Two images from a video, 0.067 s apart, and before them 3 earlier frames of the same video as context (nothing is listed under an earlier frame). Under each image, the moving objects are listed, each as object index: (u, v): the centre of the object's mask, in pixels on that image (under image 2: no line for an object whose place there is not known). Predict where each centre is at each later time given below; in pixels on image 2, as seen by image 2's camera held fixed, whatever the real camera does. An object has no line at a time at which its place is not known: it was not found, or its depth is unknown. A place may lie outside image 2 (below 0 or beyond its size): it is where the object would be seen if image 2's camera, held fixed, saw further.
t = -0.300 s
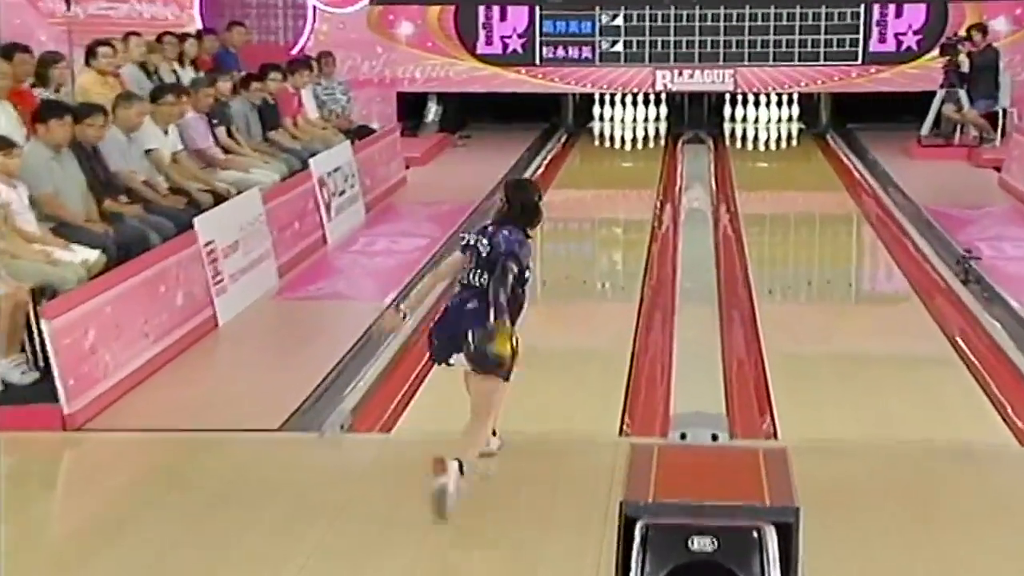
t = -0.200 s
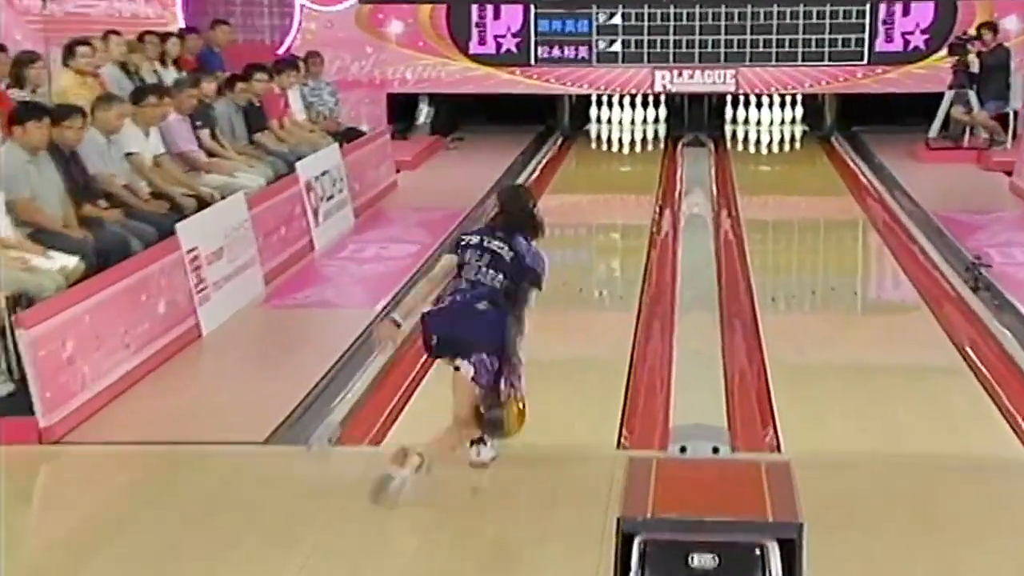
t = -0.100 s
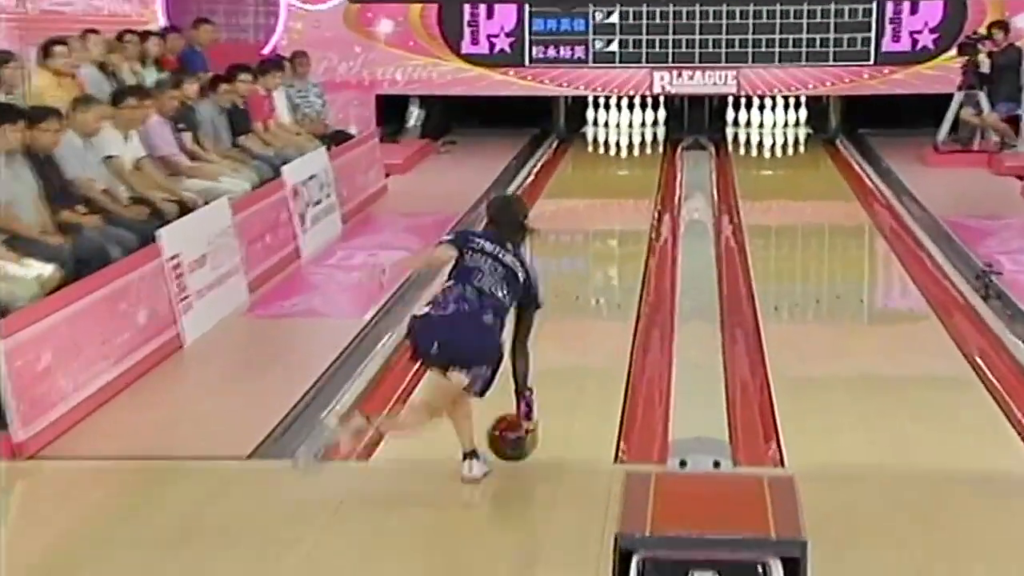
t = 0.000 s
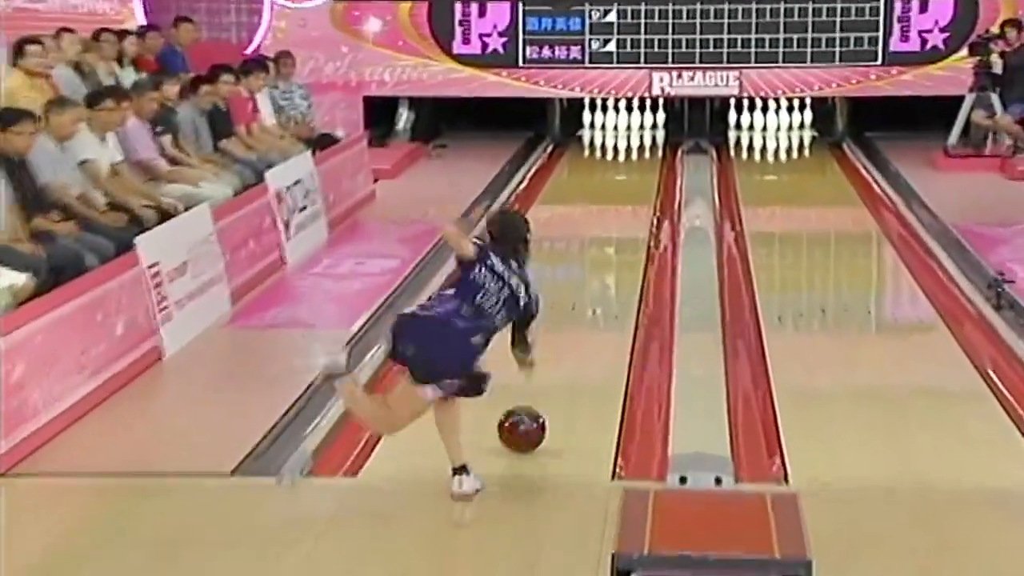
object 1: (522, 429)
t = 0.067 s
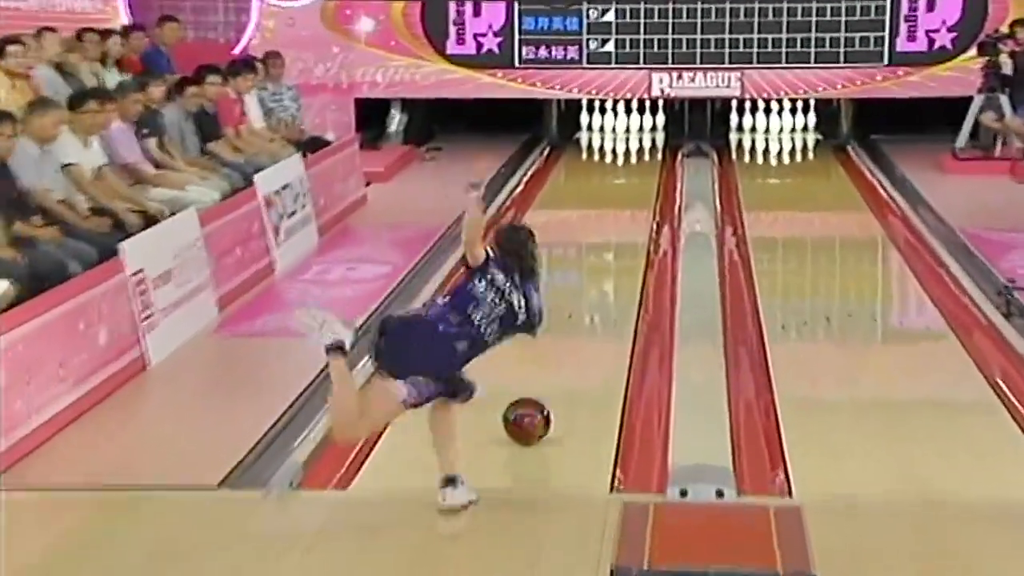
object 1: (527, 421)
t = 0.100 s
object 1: (531, 412)
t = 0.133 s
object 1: (535, 402)
